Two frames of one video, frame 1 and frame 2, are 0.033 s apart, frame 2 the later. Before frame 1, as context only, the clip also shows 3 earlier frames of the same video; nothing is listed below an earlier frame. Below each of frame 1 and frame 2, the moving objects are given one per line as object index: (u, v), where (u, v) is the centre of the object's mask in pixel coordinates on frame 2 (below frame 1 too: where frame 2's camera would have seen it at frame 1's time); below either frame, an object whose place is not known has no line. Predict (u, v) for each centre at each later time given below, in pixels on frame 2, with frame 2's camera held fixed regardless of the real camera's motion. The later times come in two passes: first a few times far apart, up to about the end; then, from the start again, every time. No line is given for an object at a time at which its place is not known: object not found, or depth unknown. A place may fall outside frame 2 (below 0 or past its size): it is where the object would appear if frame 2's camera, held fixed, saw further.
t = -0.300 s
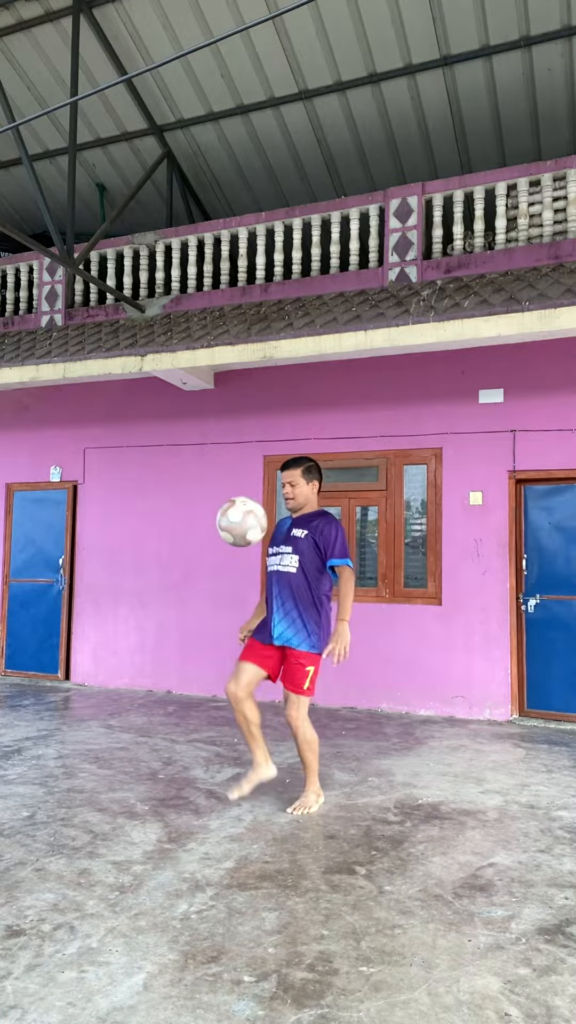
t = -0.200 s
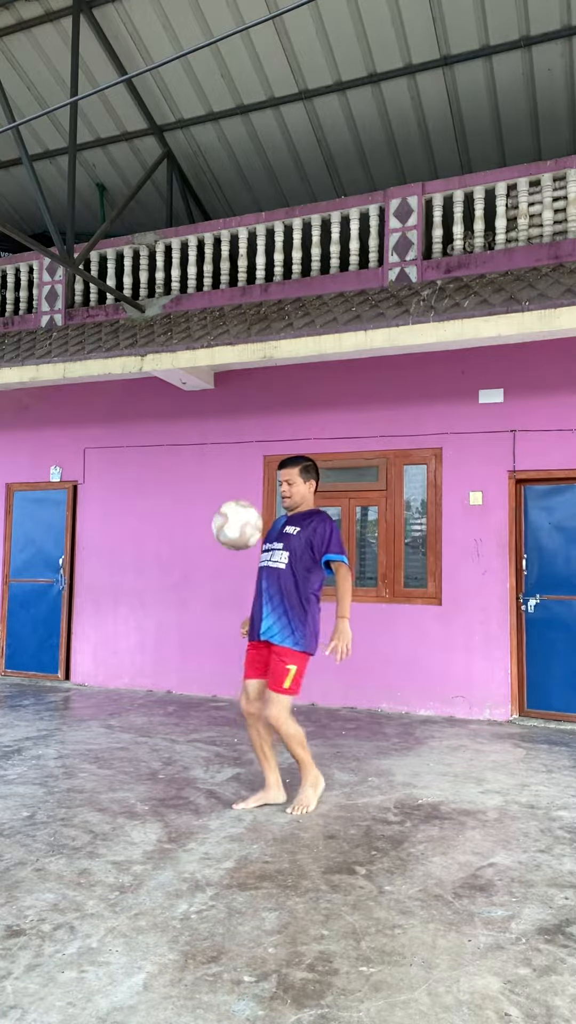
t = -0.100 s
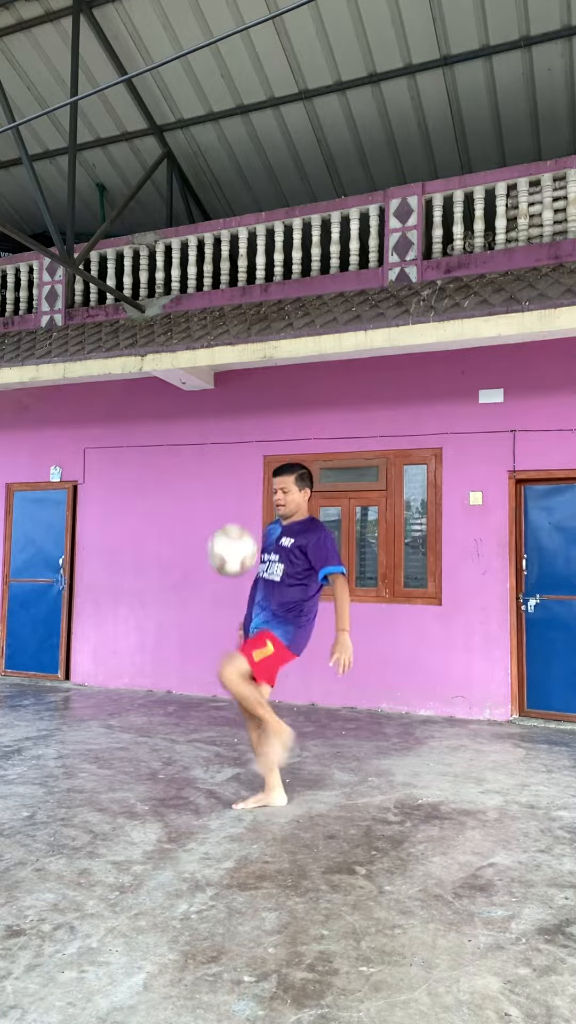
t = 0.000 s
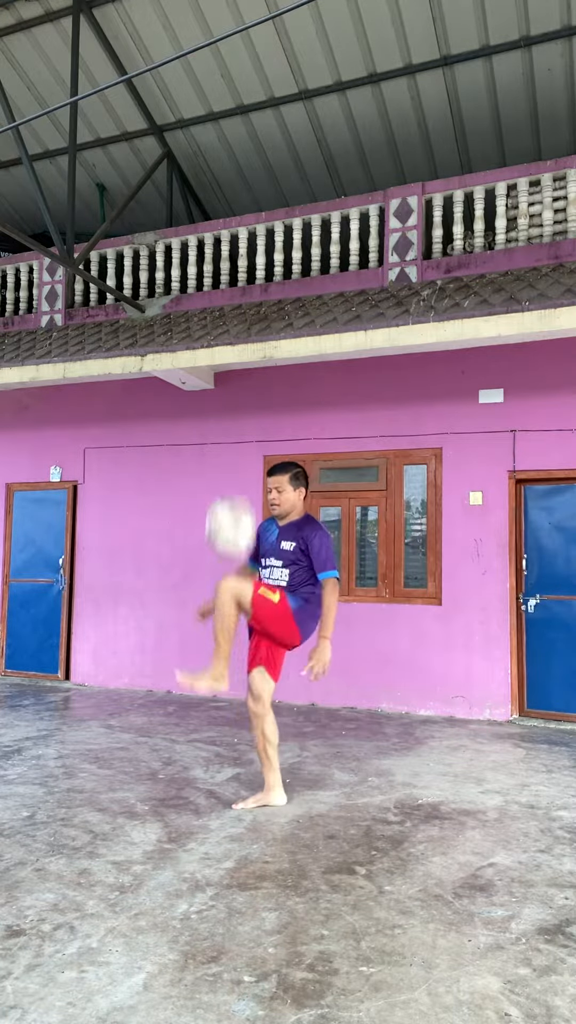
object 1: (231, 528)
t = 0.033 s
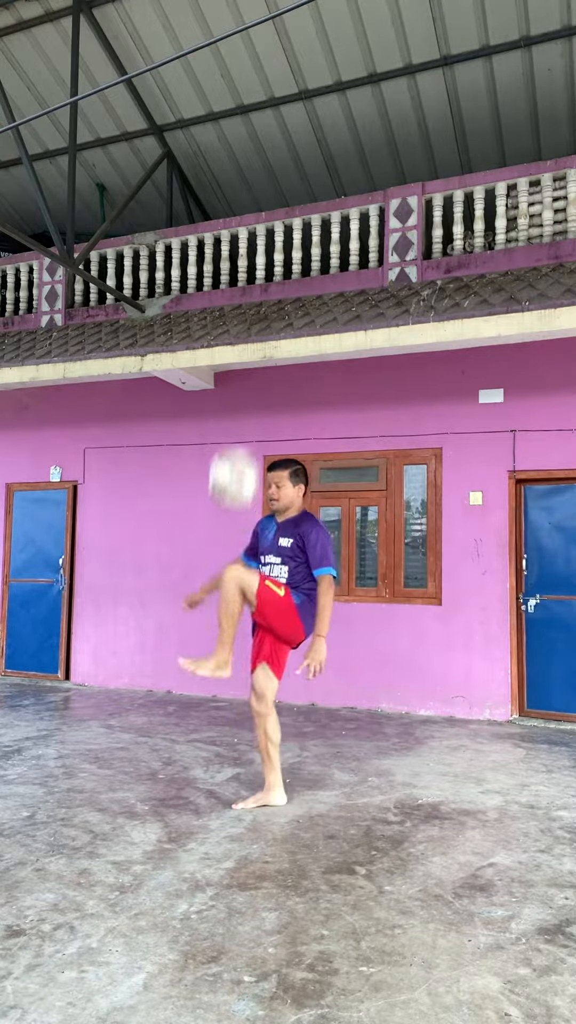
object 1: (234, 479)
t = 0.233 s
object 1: (250, 252)
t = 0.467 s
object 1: (264, 114)
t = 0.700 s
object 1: (276, 91)
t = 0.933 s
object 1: (284, 172)
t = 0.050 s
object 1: (236, 455)
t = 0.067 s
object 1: (238, 430)
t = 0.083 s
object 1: (239, 409)
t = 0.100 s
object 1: (240, 390)
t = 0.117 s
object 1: (241, 372)
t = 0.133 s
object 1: (243, 350)
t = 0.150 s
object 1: (244, 330)
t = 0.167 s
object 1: (245, 314)
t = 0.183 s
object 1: (246, 300)
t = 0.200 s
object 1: (247, 281)
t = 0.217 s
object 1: (249, 266)
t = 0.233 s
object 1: (250, 252)
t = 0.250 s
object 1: (251, 235)
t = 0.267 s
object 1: (252, 221)
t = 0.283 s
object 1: (253, 208)
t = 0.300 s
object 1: (254, 196)
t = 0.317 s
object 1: (255, 186)
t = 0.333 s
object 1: (256, 175)
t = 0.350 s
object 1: (257, 166)
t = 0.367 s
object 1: (258, 156)
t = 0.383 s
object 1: (259, 147)
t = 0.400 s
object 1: (259, 139)
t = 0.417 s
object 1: (261, 131)
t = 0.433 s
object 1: (262, 126)
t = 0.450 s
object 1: (262, 119)
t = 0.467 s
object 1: (264, 114)
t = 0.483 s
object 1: (264, 108)
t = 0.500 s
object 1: (265, 102)
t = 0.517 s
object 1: (266, 99)
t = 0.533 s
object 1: (267, 95)
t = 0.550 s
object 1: (268, 93)
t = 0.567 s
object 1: (269, 91)
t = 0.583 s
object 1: (270, 88)
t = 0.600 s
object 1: (271, 87)
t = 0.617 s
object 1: (272, 87)
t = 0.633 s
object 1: (273, 86)
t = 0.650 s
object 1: (274, 88)
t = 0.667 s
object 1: (275, 88)
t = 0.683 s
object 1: (275, 89)
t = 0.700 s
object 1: (276, 91)
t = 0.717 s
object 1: (277, 93)
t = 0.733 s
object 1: (277, 96)
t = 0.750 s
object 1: (278, 99)
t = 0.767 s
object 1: (279, 103)
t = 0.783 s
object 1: (279, 106)
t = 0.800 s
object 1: (279, 113)
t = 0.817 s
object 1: (280, 118)
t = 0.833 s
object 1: (281, 124)
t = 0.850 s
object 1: (282, 131)
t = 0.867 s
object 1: (282, 137)
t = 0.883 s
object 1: (283, 146)
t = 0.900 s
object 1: (283, 155)
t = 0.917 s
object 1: (284, 163)
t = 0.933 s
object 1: (284, 172)
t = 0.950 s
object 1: (285, 182)
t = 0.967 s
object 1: (286, 191)
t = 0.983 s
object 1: (286, 200)
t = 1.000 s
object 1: (286, 211)
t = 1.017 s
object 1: (287, 223)
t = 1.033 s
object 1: (288, 235)
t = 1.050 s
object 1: (288, 248)
